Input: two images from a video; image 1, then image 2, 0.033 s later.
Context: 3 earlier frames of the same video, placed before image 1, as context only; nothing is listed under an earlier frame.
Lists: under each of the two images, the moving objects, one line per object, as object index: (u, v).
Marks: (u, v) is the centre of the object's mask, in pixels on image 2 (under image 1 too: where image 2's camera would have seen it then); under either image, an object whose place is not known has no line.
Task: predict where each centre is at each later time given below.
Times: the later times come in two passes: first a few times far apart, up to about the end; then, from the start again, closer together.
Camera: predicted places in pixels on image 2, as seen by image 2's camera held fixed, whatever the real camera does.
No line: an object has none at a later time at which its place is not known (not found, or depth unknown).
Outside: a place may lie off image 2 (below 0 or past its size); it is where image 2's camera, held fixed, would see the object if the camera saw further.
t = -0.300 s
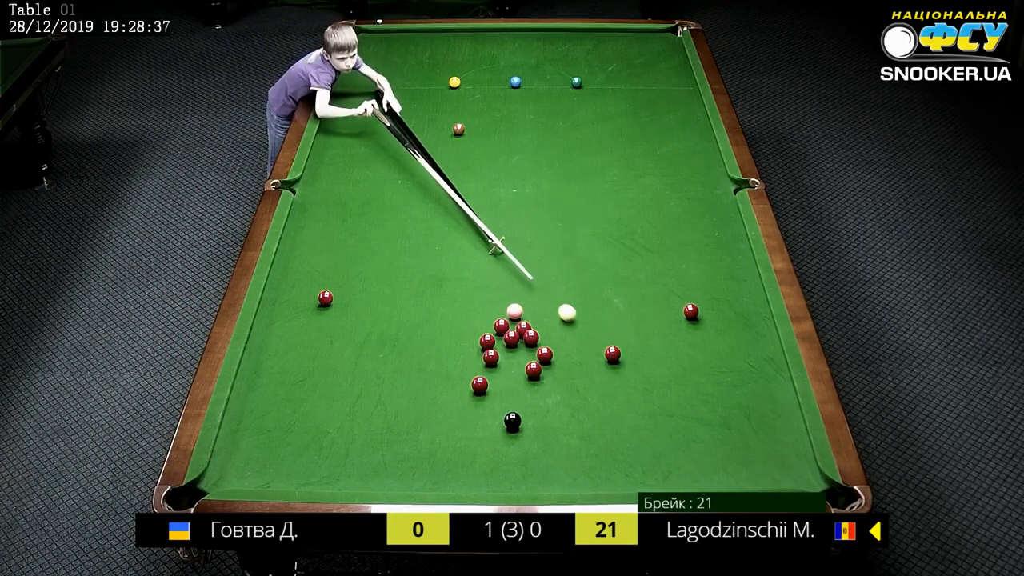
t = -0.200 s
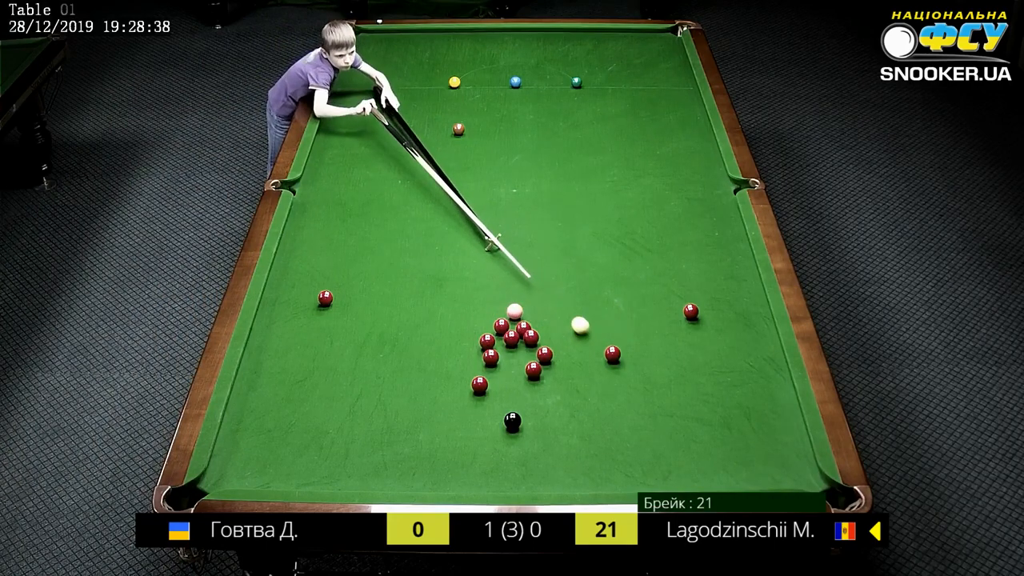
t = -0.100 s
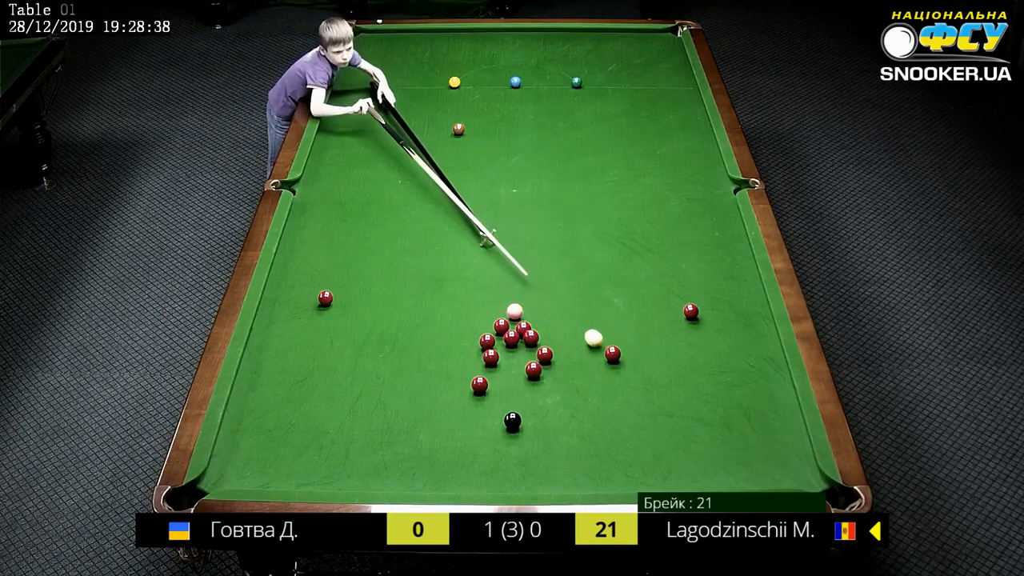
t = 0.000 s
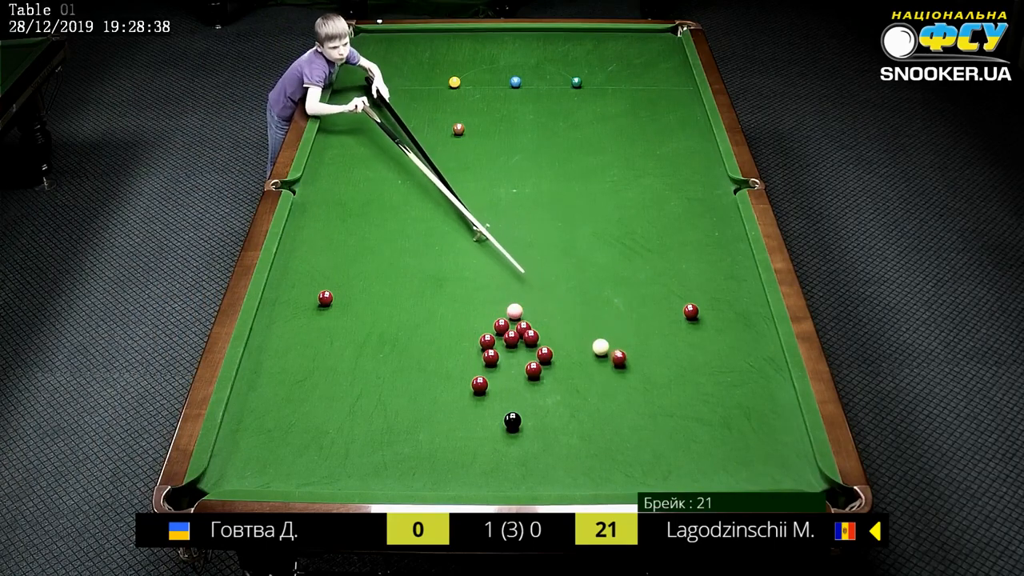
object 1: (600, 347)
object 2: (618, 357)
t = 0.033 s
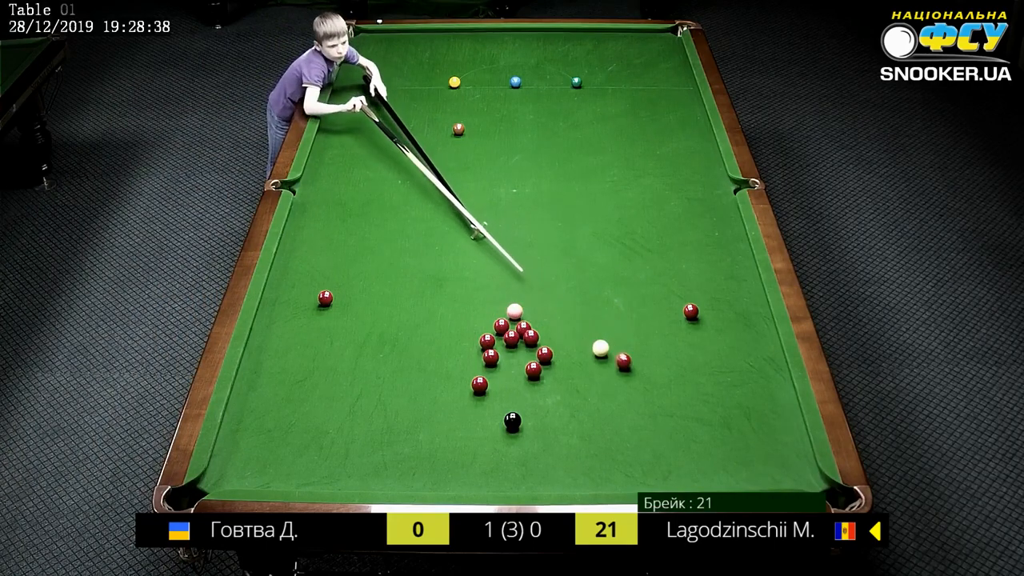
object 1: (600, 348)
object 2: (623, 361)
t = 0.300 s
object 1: (602, 359)
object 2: (652, 381)
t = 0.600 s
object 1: (604, 369)
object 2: (680, 401)
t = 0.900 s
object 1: (606, 378)
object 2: (711, 422)
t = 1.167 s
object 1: (607, 386)
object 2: (737, 441)
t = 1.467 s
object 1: (608, 392)
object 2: (766, 460)
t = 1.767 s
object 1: (609, 397)
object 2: (793, 478)
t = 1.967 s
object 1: (610, 400)
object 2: (810, 485)
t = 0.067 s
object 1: (600, 349)
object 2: (627, 364)
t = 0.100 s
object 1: (601, 351)
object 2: (631, 366)
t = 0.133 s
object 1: (601, 352)
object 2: (635, 369)
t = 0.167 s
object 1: (601, 354)
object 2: (638, 371)
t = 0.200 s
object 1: (601, 355)
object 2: (642, 374)
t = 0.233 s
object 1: (602, 356)
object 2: (645, 376)
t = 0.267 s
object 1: (602, 357)
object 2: (649, 379)
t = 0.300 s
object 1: (602, 359)
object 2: (652, 381)
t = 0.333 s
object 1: (602, 360)
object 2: (656, 384)
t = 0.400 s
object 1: (603, 363)
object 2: (663, 389)
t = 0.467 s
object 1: (603, 364)
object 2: (667, 391)
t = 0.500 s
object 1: (603, 365)
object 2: (670, 394)
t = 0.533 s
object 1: (604, 366)
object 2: (673, 396)
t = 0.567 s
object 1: (604, 368)
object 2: (677, 399)
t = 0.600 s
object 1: (604, 369)
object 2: (680, 401)
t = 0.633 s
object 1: (604, 370)
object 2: (684, 403)
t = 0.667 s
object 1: (605, 371)
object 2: (687, 406)
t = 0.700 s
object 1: (605, 372)
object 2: (691, 409)
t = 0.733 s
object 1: (605, 373)
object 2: (694, 411)
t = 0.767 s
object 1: (605, 374)
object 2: (698, 413)
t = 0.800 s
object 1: (605, 375)
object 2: (701, 415)
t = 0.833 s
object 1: (605, 376)
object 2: (705, 418)
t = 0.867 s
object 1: (606, 377)
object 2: (708, 420)
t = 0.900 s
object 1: (606, 378)
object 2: (711, 422)
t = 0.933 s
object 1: (606, 379)
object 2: (714, 425)
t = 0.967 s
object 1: (606, 380)
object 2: (718, 427)
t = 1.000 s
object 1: (606, 381)
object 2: (721, 430)
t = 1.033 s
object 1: (606, 382)
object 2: (725, 432)
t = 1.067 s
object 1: (606, 383)
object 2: (728, 434)
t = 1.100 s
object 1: (607, 384)
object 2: (731, 436)
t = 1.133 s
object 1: (607, 385)
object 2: (734, 438)
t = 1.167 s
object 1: (607, 386)
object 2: (737, 441)
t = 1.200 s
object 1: (607, 386)
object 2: (741, 443)
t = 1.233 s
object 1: (607, 387)
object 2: (744, 445)
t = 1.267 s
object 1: (607, 388)
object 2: (747, 447)
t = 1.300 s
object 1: (607, 389)
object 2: (750, 449)
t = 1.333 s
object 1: (607, 390)
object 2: (754, 452)
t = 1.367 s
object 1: (608, 390)
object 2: (757, 454)
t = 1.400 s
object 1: (608, 391)
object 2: (760, 456)
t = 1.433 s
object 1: (608, 392)
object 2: (763, 457)
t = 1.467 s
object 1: (608, 392)
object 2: (766, 460)
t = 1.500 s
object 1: (608, 393)
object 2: (769, 462)
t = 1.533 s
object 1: (608, 393)
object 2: (772, 464)
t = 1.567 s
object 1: (608, 394)
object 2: (775, 466)
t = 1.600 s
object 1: (609, 395)
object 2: (778, 468)
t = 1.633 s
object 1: (609, 395)
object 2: (781, 470)
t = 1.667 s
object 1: (609, 396)
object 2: (784, 472)
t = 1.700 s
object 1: (609, 396)
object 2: (787, 474)
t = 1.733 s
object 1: (609, 397)
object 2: (790, 476)
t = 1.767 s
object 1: (609, 397)
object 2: (793, 478)
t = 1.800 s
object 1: (609, 398)
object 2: (796, 479)
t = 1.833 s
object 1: (609, 398)
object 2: (798, 480)
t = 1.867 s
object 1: (609, 399)
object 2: (802, 482)
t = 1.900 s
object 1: (609, 399)
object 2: (804, 484)
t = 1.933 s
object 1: (610, 399)
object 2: (807, 484)
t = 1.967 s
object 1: (610, 400)
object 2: (810, 485)
